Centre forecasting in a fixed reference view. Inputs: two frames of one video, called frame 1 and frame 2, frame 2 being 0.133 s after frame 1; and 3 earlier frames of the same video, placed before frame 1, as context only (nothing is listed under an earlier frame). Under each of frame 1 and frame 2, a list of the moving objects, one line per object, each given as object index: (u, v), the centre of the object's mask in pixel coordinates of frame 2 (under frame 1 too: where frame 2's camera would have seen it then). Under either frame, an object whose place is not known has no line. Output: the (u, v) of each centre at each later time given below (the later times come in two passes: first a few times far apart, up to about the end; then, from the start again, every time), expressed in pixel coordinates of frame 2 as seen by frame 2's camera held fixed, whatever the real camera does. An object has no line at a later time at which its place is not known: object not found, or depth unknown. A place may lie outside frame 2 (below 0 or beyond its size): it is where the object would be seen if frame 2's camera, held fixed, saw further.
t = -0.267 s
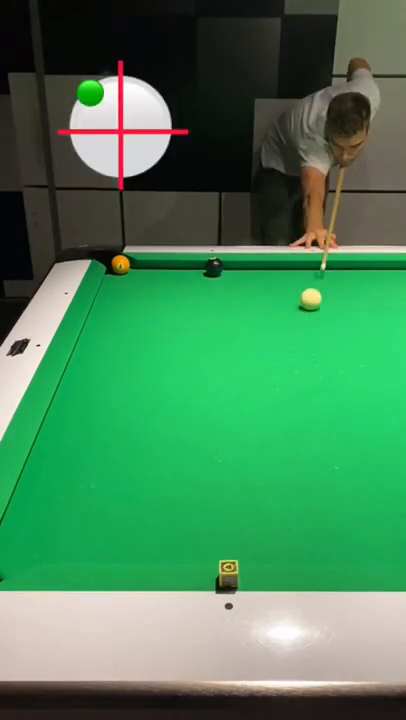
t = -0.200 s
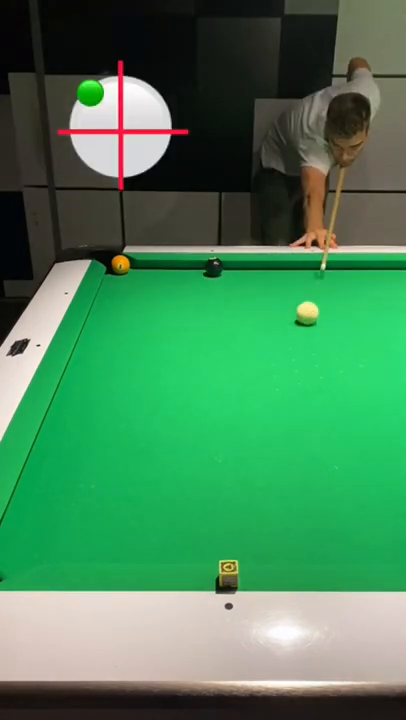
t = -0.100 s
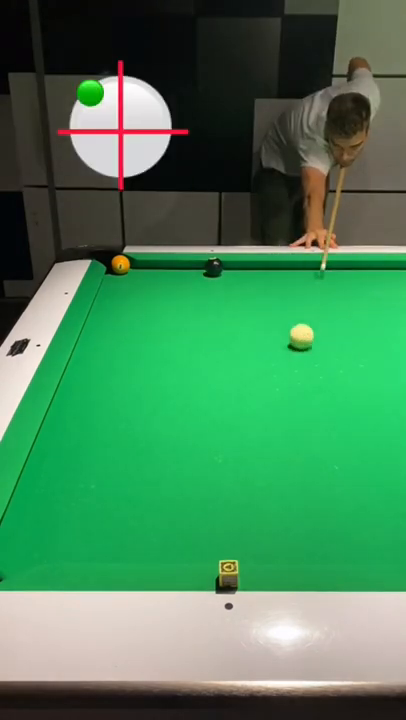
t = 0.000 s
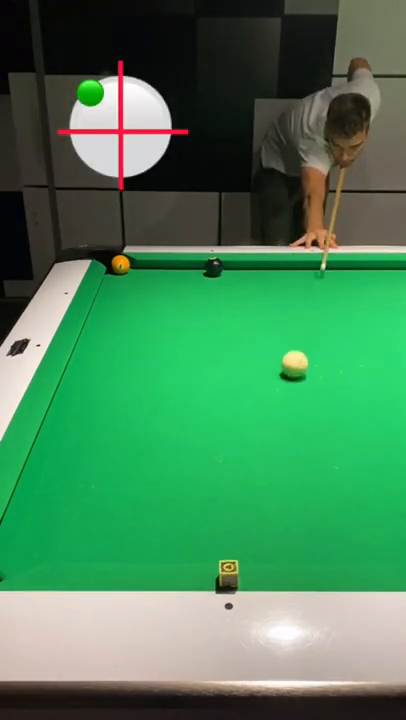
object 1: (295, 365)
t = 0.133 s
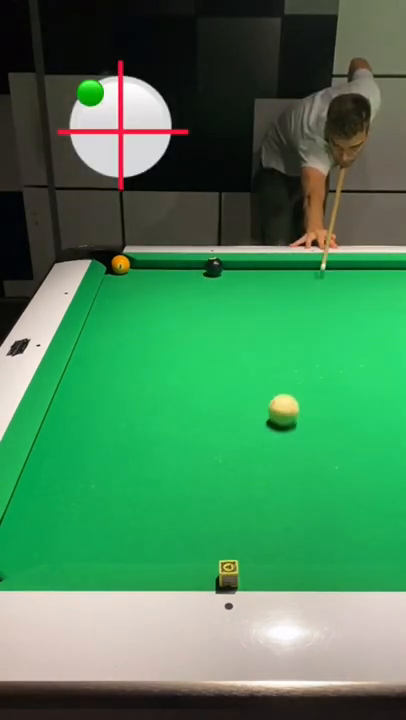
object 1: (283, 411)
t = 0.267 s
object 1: (269, 471)
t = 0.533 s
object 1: (247, 500)
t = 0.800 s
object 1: (243, 432)
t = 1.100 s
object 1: (241, 378)
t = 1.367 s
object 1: (240, 343)
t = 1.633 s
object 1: (239, 316)
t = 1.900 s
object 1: (238, 295)
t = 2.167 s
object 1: (238, 276)
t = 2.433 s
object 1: (239, 268)
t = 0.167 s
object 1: (280, 424)
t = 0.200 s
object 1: (277, 439)
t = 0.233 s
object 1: (273, 454)
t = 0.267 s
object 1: (269, 471)
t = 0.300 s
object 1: (265, 490)
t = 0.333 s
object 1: (260, 509)
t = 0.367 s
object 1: (255, 531)
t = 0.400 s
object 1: (250, 548)
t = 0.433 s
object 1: (248, 540)
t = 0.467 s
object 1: (247, 525)
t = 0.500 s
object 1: (247, 511)
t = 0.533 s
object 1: (247, 500)
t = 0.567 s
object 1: (246, 489)
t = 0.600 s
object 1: (245, 480)
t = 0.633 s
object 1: (245, 471)
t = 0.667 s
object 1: (245, 462)
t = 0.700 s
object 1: (244, 454)
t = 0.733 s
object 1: (244, 446)
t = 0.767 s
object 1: (244, 439)
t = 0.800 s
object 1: (243, 432)
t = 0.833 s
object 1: (243, 425)
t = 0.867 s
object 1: (243, 418)
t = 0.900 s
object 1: (243, 412)
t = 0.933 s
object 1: (242, 406)
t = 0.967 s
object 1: (242, 400)
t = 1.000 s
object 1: (242, 394)
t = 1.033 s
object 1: (242, 389)
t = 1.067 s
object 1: (241, 383)
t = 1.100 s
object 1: (241, 378)
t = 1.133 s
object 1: (241, 374)
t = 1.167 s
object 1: (241, 369)
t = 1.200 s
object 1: (241, 364)
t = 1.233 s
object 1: (241, 360)
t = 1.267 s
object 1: (241, 356)
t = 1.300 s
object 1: (240, 352)
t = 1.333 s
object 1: (240, 348)
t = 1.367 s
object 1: (240, 343)
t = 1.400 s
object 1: (240, 340)
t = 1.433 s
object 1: (240, 336)
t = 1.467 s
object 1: (240, 333)
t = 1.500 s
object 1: (240, 329)
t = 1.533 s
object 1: (239, 326)
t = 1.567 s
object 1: (239, 323)
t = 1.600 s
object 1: (239, 320)
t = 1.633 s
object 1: (239, 316)
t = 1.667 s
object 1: (239, 314)
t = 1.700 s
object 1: (239, 311)
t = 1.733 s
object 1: (239, 308)
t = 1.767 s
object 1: (239, 305)
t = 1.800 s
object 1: (239, 302)
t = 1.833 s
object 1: (238, 300)
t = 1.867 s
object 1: (239, 297)
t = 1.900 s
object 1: (238, 295)
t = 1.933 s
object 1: (238, 292)
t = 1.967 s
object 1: (238, 290)
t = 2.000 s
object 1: (239, 287)
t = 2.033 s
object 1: (238, 285)
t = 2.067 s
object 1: (238, 283)
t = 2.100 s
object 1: (238, 281)
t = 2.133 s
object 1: (238, 278)
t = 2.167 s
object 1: (238, 276)
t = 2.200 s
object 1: (238, 274)
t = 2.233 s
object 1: (238, 272)
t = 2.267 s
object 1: (238, 270)
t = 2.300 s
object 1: (238, 268)
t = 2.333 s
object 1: (238, 267)
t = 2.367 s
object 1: (238, 266)
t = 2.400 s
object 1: (238, 267)
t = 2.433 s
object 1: (239, 268)
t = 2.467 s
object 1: (239, 269)
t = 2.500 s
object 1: (240, 270)
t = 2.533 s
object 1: (240, 271)
